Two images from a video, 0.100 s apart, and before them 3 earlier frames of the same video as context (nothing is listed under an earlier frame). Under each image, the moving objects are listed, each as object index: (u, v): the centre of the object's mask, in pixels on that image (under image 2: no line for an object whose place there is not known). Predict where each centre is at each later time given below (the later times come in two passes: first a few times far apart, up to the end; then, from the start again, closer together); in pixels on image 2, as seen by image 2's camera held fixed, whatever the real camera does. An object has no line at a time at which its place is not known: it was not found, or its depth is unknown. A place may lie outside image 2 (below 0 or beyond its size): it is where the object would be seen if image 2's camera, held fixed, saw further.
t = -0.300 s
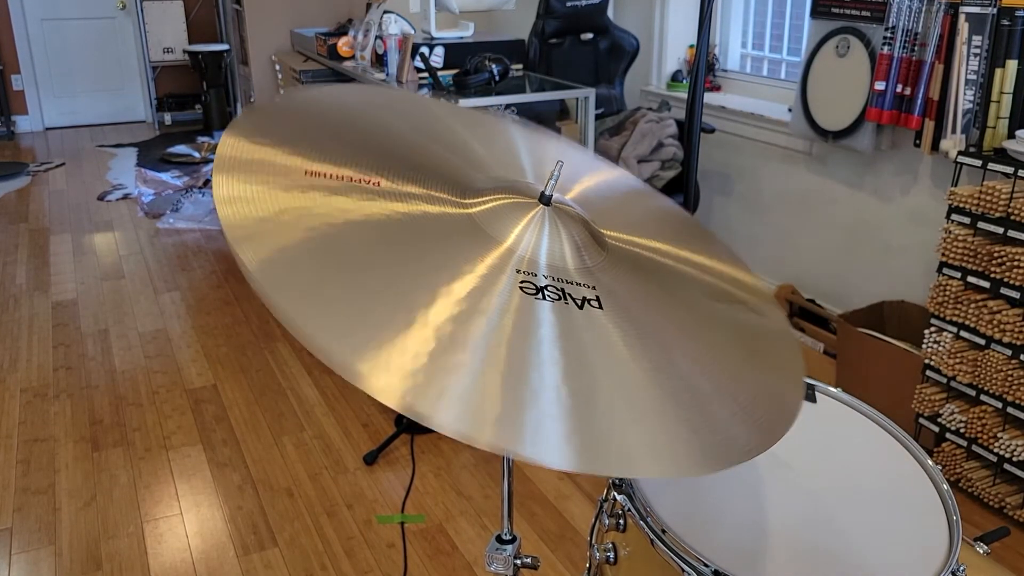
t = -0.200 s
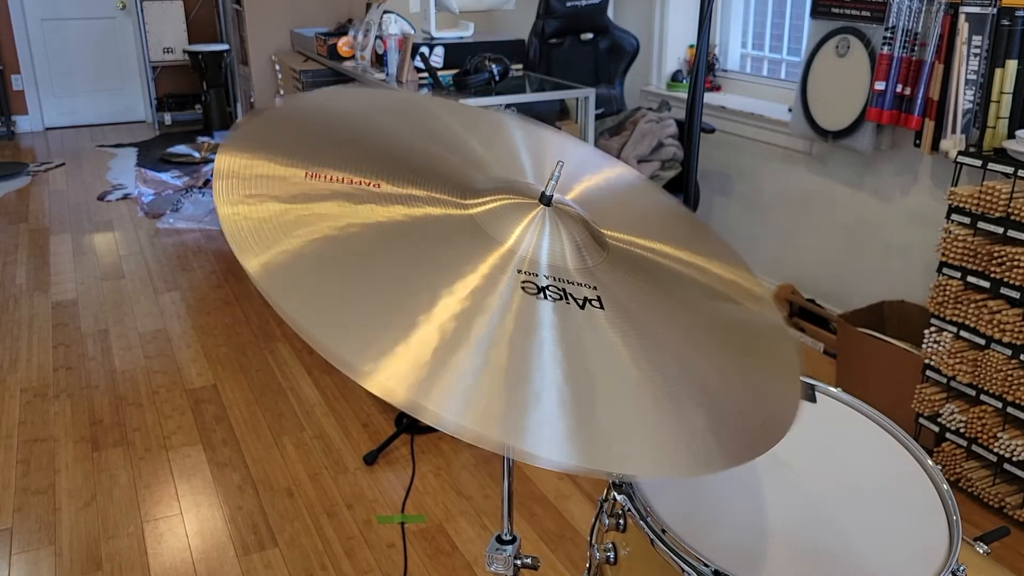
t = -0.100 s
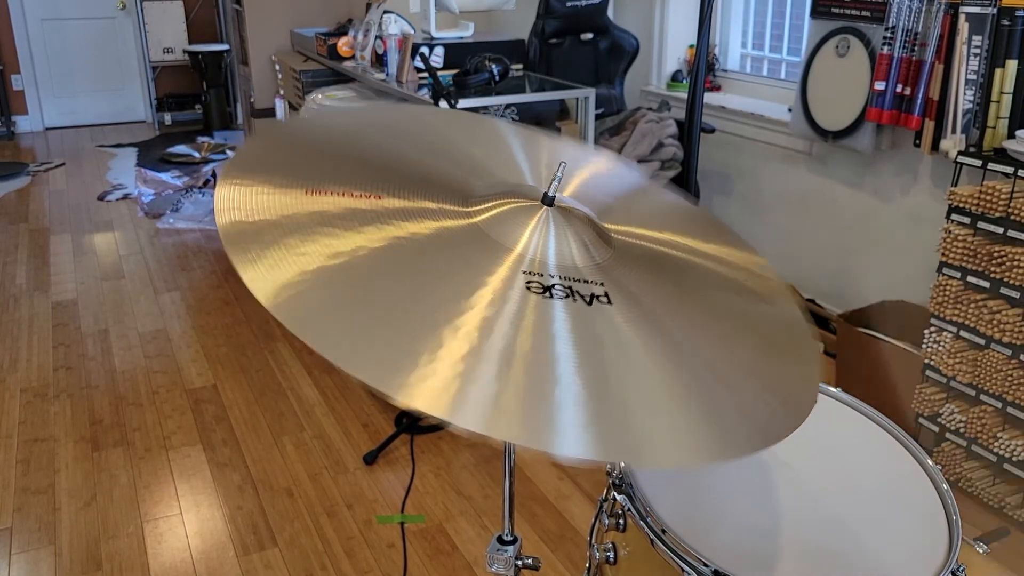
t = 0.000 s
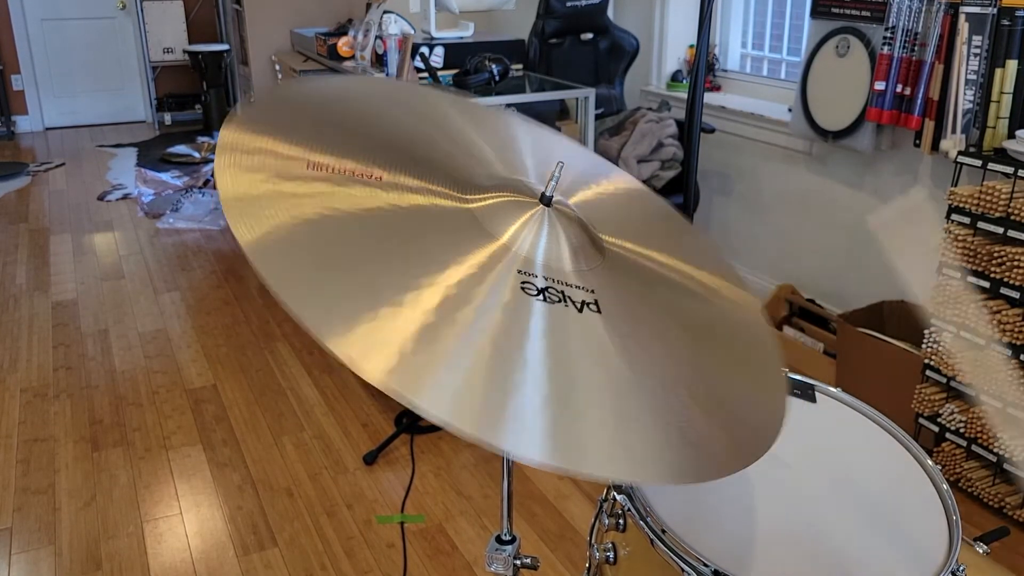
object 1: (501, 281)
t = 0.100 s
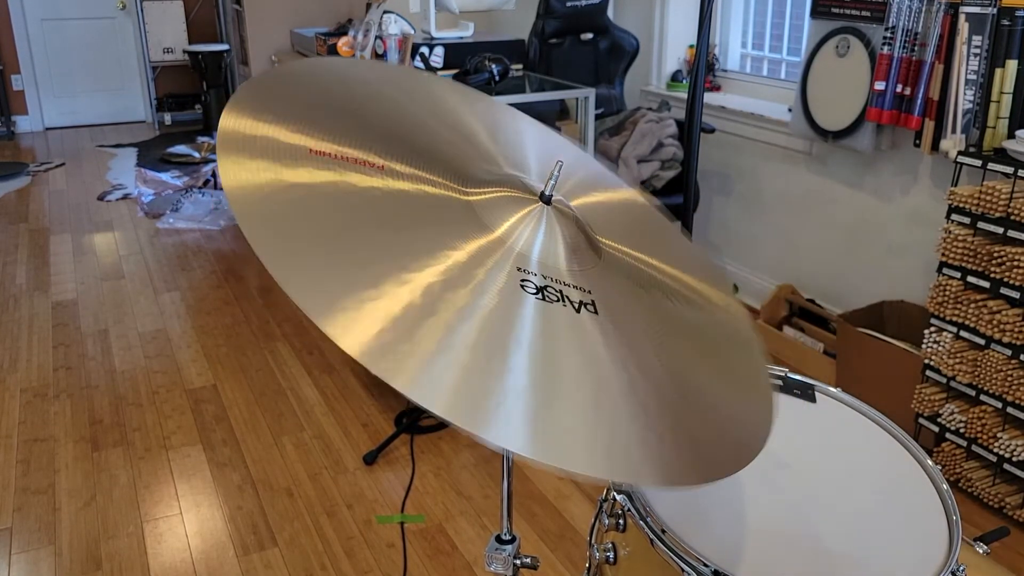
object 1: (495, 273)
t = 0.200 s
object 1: (507, 282)
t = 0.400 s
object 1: (538, 288)
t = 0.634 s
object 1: (533, 289)
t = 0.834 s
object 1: (504, 280)
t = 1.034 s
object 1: (515, 285)
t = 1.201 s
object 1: (533, 288)
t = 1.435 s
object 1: (518, 286)
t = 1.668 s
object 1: (510, 283)
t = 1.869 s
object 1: (523, 286)
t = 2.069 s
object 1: (518, 285)
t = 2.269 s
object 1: (513, 284)
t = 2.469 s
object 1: (517, 285)
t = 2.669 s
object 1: (515, 284)
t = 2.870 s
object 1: (517, 286)
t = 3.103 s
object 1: (515, 285)
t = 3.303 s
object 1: (516, 285)
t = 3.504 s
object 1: (515, 285)
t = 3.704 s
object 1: (515, 284)
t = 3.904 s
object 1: (515, 284)
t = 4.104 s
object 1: (515, 284)
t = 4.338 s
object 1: (515, 284)
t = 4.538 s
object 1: (516, 285)
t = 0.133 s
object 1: (496, 276)
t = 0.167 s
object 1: (501, 278)
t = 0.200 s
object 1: (507, 282)
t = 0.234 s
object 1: (512, 284)
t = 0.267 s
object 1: (518, 285)
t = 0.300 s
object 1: (524, 287)
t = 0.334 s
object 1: (529, 287)
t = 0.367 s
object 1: (533, 288)
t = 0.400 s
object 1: (538, 288)
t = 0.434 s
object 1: (541, 288)
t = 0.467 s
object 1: (544, 288)
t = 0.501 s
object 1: (543, 288)
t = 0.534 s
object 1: (543, 287)
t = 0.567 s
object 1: (539, 288)
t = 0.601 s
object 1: (537, 288)
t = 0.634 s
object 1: (533, 289)
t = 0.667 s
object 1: (527, 288)
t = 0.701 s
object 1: (523, 287)
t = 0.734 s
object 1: (516, 284)
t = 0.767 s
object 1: (510, 283)
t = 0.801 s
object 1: (506, 282)
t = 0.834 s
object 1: (504, 280)
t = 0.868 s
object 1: (504, 280)
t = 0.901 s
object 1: (504, 281)
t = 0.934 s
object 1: (506, 281)
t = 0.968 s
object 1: (508, 282)
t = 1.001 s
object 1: (511, 282)
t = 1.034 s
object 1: (515, 285)
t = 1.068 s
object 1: (519, 287)
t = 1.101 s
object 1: (524, 287)
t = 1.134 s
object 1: (529, 288)
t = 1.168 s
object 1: (531, 289)
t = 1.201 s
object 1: (533, 288)
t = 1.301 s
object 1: (530, 288)
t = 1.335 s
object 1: (528, 287)
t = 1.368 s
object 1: (526, 287)
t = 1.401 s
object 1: (522, 286)
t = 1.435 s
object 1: (518, 286)
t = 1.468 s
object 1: (514, 284)
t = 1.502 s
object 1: (510, 283)
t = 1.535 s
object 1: (509, 283)
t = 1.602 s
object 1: (508, 283)
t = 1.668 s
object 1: (510, 283)
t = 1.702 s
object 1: (512, 283)
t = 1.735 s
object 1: (514, 284)
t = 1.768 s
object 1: (516, 284)
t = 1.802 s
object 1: (518, 286)
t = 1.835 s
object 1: (521, 287)
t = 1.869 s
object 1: (523, 286)
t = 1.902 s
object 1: (525, 287)
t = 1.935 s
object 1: (524, 286)
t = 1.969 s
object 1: (523, 286)
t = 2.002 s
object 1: (521, 285)
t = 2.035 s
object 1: (519, 285)
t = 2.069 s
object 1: (518, 285)
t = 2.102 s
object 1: (516, 285)
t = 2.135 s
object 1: (515, 285)
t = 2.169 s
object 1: (512, 285)
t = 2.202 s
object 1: (512, 283)
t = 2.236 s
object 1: (512, 284)
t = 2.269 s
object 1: (513, 284)
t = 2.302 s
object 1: (514, 285)
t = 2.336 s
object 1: (516, 285)
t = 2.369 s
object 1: (517, 285)
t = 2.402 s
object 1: (518, 285)
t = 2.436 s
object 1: (517, 285)
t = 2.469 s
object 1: (517, 285)
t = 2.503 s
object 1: (517, 285)
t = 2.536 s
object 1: (518, 285)
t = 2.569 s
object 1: (518, 286)
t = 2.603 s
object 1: (517, 286)
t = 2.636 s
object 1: (516, 285)
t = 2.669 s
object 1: (515, 284)
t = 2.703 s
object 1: (514, 284)
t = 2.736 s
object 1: (514, 284)
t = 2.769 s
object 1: (513, 285)
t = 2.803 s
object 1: (515, 285)
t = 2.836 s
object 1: (516, 285)
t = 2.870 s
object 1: (517, 286)
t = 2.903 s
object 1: (517, 285)
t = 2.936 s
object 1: (516, 285)
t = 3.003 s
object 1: (516, 284)
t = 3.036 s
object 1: (515, 285)
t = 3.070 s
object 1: (515, 285)
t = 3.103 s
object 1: (515, 285)
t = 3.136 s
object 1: (515, 285)
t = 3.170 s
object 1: (515, 284)
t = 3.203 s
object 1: (515, 285)
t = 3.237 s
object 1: (516, 284)
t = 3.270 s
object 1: (516, 285)
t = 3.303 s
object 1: (516, 285)
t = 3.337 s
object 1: (516, 285)
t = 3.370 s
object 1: (515, 285)
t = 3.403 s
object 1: (515, 284)
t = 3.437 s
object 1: (514, 284)
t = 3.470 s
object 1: (515, 284)
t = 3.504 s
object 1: (515, 285)
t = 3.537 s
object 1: (516, 285)
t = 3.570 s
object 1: (516, 285)
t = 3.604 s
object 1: (516, 285)
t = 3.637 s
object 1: (515, 285)
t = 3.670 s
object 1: (515, 284)
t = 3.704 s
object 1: (515, 284)
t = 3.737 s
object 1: (515, 284)
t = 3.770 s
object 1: (515, 285)
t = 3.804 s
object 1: (515, 285)
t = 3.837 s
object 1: (516, 285)
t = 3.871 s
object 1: (516, 284)
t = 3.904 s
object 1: (515, 284)
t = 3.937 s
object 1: (515, 284)
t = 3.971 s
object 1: (515, 284)
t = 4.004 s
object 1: (515, 285)
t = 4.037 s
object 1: (515, 285)
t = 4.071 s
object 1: (515, 285)
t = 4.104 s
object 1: (515, 284)
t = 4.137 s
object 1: (515, 284)
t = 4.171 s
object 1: (515, 285)
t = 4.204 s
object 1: (516, 285)
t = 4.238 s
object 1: (516, 285)
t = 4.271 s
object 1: (516, 285)
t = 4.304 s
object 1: (515, 285)
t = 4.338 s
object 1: (515, 284)
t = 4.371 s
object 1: (515, 284)
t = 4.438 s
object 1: (515, 285)
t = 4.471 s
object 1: (516, 285)
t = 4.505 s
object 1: (516, 285)
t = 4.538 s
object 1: (516, 285)
